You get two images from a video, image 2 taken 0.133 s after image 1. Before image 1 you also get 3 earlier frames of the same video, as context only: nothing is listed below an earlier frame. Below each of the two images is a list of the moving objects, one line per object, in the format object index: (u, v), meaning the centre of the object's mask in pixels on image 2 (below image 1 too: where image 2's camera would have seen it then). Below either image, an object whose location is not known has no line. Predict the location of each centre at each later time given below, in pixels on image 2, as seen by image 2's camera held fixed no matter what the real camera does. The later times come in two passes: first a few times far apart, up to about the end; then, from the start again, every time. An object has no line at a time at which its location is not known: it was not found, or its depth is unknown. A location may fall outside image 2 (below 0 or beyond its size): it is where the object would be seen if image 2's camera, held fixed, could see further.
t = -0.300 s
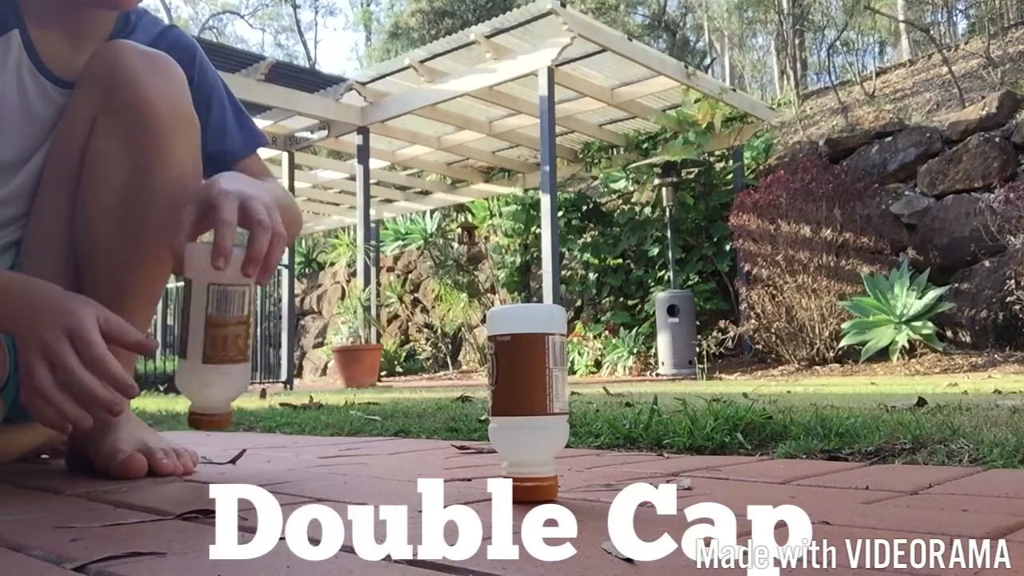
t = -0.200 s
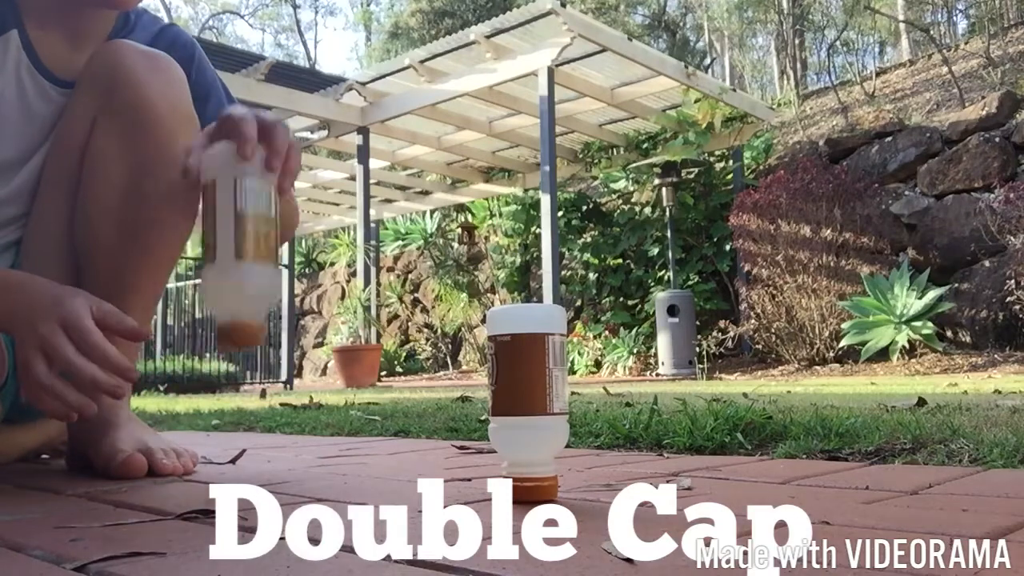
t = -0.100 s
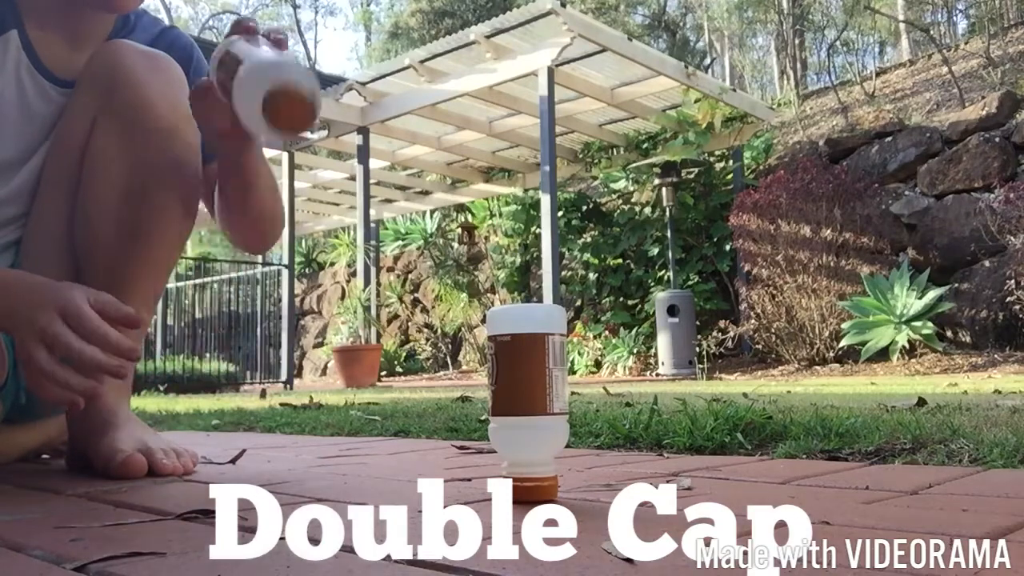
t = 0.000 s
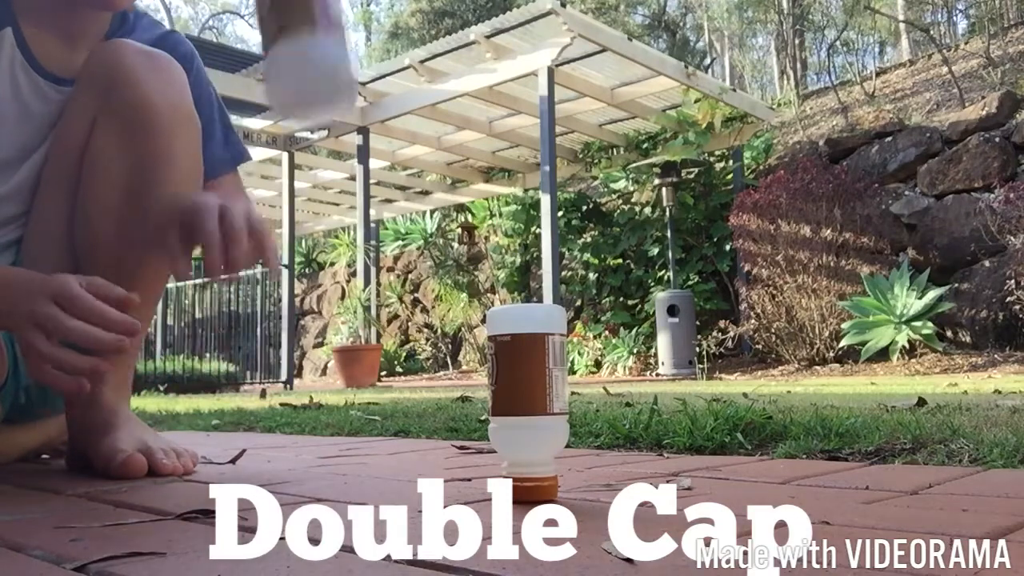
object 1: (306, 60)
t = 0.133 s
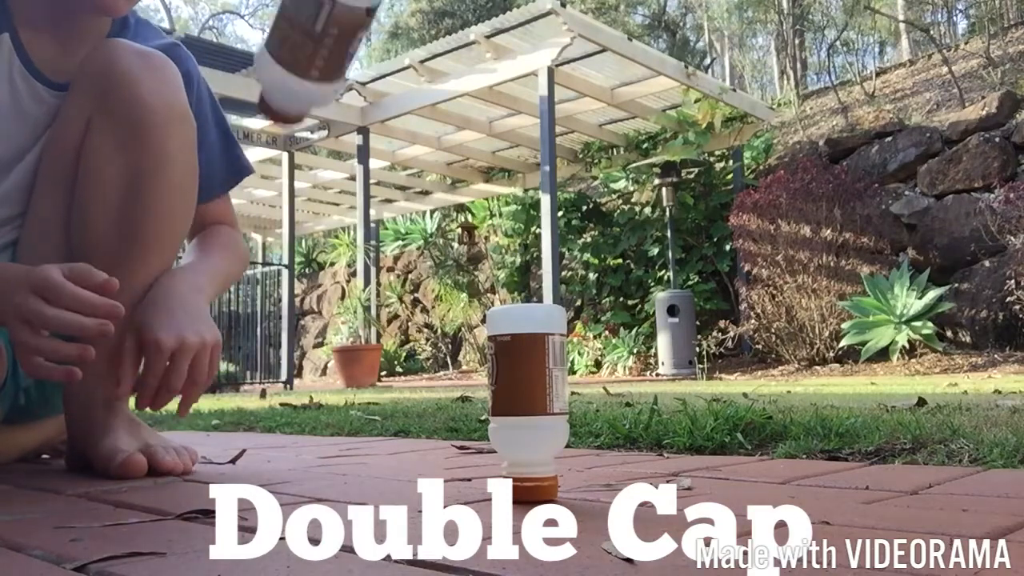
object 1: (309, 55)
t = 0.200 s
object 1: (338, 125)
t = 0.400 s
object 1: (367, 367)
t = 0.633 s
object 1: (393, 368)
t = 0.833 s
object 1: (390, 367)
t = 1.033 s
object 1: (361, 367)
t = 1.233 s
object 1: (367, 367)
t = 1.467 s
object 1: (385, 366)
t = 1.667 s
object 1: (370, 366)
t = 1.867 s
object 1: (368, 366)
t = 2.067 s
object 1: (377, 366)
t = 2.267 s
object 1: (373, 366)
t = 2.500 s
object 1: (370, 366)
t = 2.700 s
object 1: (373, 366)
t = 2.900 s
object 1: (371, 366)
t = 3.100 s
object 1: (372, 372)
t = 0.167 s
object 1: (326, 81)
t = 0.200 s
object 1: (338, 125)
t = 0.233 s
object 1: (345, 203)
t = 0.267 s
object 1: (353, 302)
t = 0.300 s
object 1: (360, 362)
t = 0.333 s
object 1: (365, 366)
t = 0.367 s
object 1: (365, 367)
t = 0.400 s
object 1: (367, 367)
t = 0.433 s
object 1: (370, 368)
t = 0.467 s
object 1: (375, 368)
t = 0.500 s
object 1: (381, 369)
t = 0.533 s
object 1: (387, 369)
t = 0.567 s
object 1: (391, 369)
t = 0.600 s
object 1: (392, 369)
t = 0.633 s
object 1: (393, 368)
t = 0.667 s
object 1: (394, 368)
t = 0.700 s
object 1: (395, 367)
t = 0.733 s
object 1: (395, 367)
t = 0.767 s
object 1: (395, 367)
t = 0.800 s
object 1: (393, 367)
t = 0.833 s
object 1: (390, 367)
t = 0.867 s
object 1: (386, 366)
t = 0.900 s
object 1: (381, 366)
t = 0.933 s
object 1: (376, 366)
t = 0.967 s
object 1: (370, 366)
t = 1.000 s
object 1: (365, 366)
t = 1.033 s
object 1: (361, 367)
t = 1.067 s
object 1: (358, 366)
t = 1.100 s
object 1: (357, 366)
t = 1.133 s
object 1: (357, 366)
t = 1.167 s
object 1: (359, 366)
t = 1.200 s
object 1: (362, 367)
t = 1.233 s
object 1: (367, 367)
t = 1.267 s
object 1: (370, 367)
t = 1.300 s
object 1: (374, 367)
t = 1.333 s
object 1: (378, 367)
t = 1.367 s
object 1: (382, 366)
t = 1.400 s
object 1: (384, 366)
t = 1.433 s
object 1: (385, 366)
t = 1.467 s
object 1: (385, 366)
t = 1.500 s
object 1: (383, 366)
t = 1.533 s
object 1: (381, 366)
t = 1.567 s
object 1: (378, 367)
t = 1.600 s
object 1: (375, 366)
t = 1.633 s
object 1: (373, 366)
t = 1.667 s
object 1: (370, 366)
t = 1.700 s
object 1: (367, 366)
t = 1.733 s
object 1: (366, 366)
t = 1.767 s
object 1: (365, 365)
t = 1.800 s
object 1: (365, 365)
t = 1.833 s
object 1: (367, 366)
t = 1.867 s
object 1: (368, 366)
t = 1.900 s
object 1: (370, 366)
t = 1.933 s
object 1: (371, 366)
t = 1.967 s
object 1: (373, 366)
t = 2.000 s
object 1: (374, 366)
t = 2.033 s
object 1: (375, 366)
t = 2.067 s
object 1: (377, 366)
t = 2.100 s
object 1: (377, 366)
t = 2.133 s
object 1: (377, 366)
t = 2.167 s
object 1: (376, 366)
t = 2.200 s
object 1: (375, 366)
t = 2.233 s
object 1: (374, 366)
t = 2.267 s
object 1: (373, 366)
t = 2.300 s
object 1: (373, 366)
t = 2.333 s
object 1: (372, 366)
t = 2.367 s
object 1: (370, 366)
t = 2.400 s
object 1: (370, 366)
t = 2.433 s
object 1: (369, 366)
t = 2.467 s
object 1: (369, 366)
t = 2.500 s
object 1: (370, 366)
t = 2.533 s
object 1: (371, 366)
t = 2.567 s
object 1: (371, 366)
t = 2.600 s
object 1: (372, 366)
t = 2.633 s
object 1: (372, 366)
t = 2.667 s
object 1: (372, 366)
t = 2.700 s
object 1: (373, 366)
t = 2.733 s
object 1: (373, 366)
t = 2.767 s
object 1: (373, 366)
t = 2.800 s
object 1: (373, 366)
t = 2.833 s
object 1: (372, 366)
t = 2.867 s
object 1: (371, 366)
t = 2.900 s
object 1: (371, 366)
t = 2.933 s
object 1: (371, 366)
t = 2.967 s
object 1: (371, 366)
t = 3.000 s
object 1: (371, 366)
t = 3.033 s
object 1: (371, 366)
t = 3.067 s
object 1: (372, 366)
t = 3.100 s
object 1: (372, 372)
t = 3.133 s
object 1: (372, 372)
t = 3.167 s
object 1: (372, 372)
